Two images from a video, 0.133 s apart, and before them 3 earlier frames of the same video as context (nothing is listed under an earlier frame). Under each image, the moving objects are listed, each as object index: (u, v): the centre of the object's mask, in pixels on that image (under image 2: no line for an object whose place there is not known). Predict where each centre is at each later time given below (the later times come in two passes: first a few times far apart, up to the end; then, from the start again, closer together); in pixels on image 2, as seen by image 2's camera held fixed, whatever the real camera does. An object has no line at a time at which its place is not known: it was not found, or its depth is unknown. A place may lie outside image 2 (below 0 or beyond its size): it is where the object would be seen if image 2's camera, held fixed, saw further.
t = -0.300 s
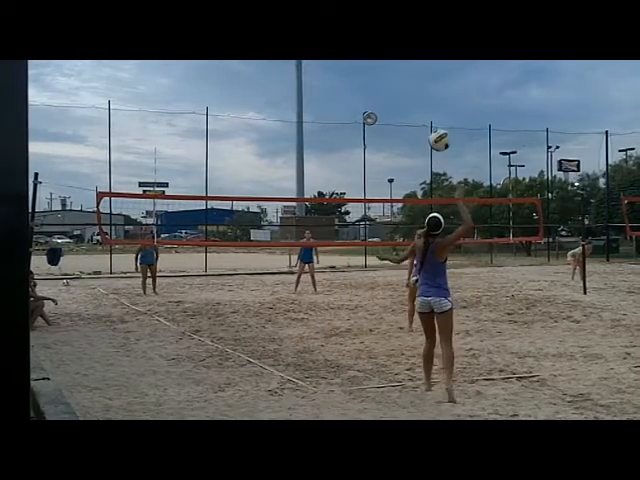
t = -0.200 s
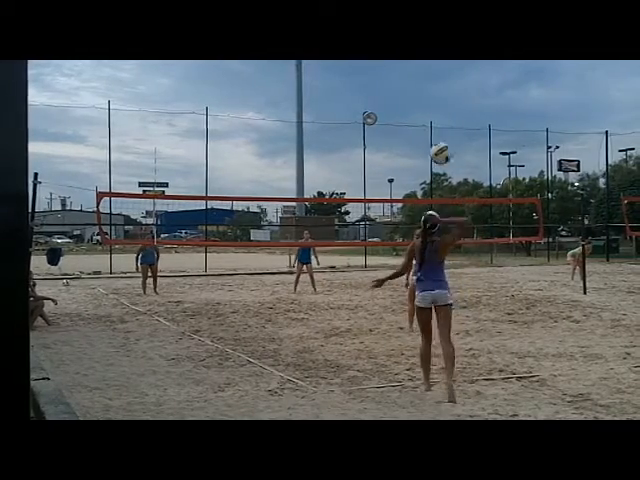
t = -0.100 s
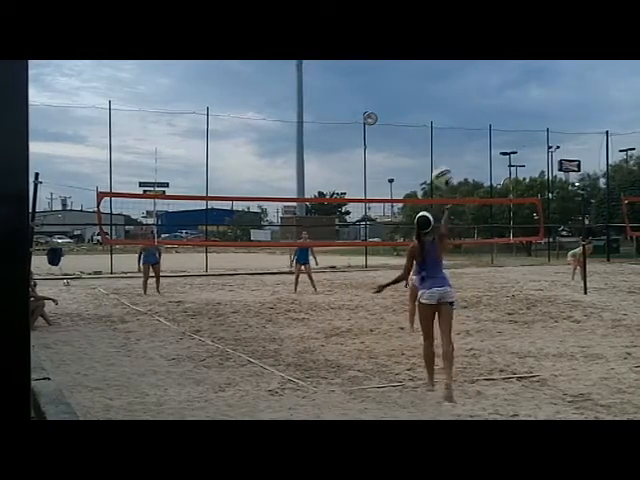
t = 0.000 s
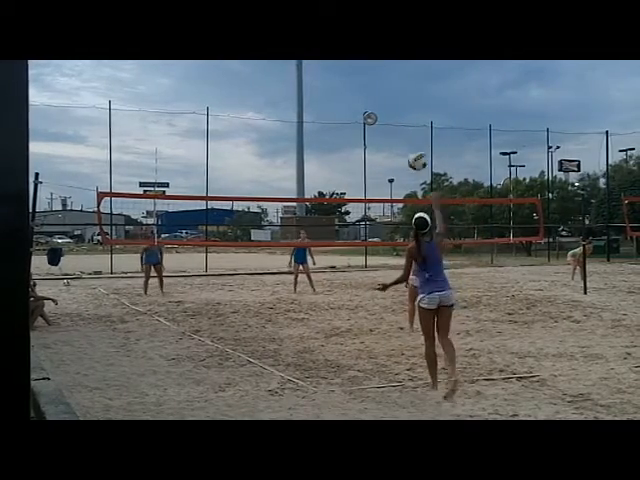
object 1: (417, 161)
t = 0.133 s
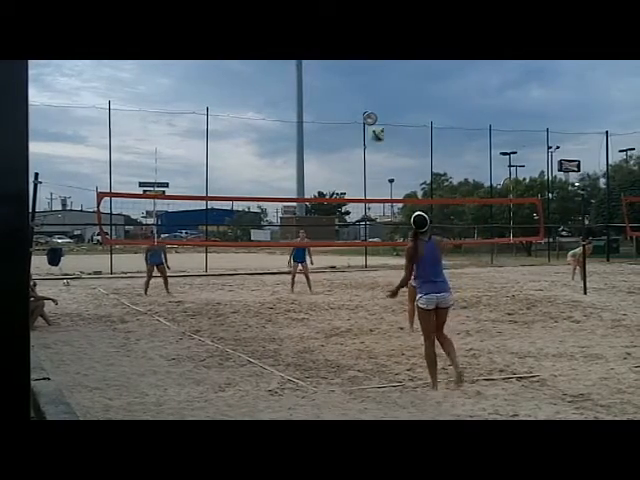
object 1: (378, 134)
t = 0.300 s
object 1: (340, 125)
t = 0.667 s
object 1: (280, 162)
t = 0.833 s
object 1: (259, 193)
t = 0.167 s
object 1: (369, 129)
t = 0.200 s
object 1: (360, 127)
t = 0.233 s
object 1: (353, 126)
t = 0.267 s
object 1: (346, 125)
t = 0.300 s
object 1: (340, 125)
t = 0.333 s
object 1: (333, 126)
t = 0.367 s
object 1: (327, 126)
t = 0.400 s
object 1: (321, 128)
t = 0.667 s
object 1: (280, 162)
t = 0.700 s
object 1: (275, 168)
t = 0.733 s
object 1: (271, 174)
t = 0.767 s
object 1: (267, 180)
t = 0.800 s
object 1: (263, 187)
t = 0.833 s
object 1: (259, 193)
